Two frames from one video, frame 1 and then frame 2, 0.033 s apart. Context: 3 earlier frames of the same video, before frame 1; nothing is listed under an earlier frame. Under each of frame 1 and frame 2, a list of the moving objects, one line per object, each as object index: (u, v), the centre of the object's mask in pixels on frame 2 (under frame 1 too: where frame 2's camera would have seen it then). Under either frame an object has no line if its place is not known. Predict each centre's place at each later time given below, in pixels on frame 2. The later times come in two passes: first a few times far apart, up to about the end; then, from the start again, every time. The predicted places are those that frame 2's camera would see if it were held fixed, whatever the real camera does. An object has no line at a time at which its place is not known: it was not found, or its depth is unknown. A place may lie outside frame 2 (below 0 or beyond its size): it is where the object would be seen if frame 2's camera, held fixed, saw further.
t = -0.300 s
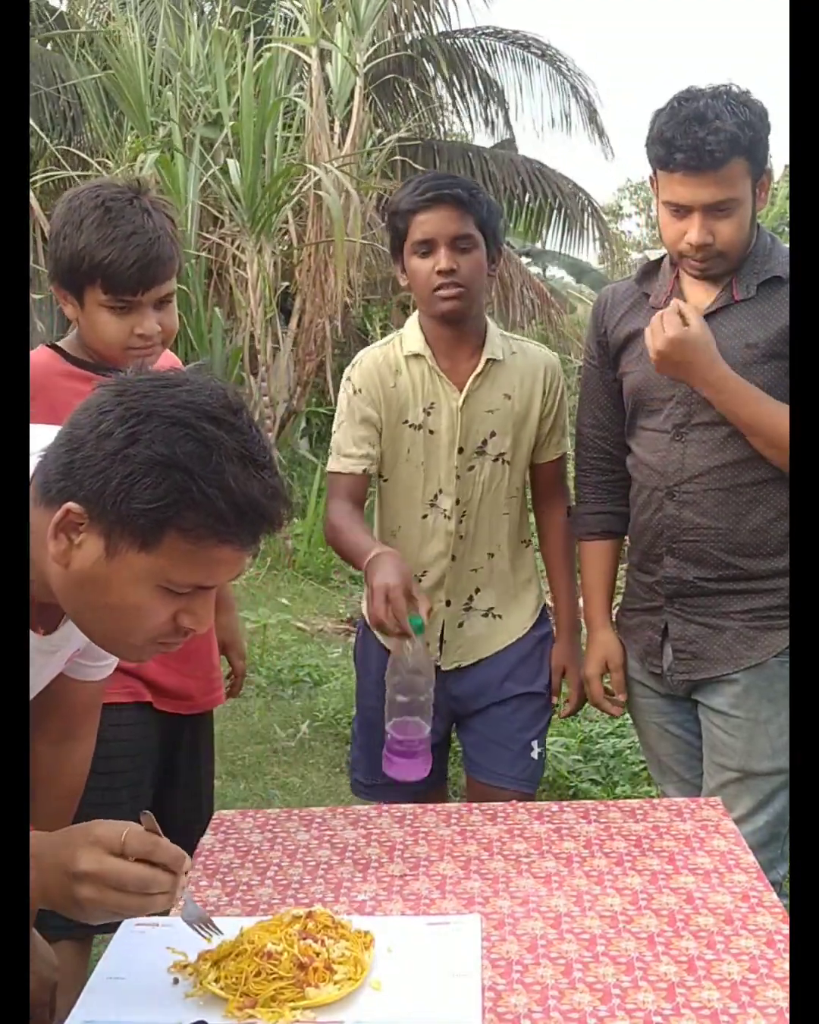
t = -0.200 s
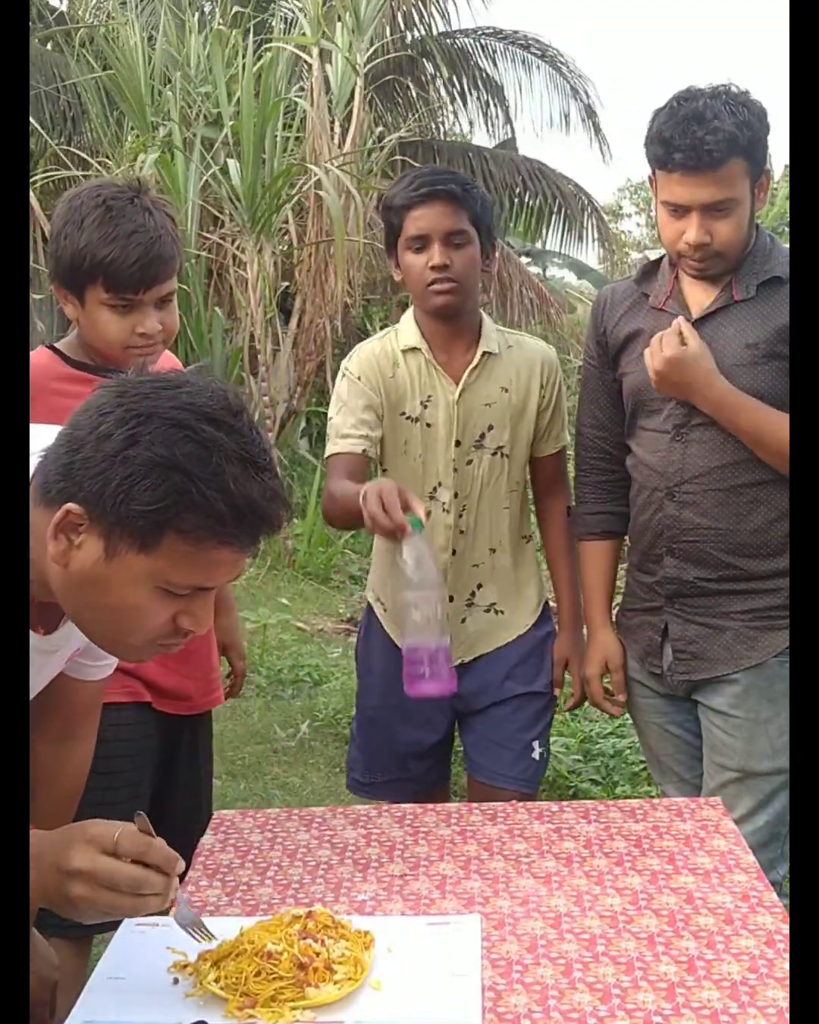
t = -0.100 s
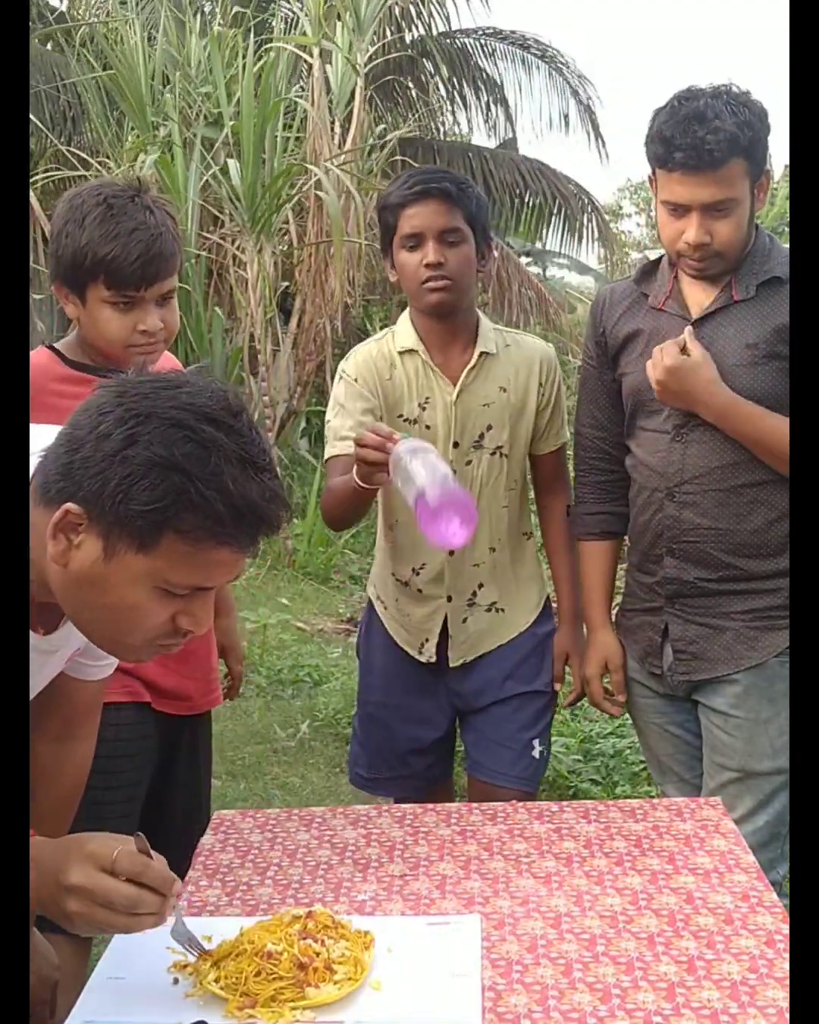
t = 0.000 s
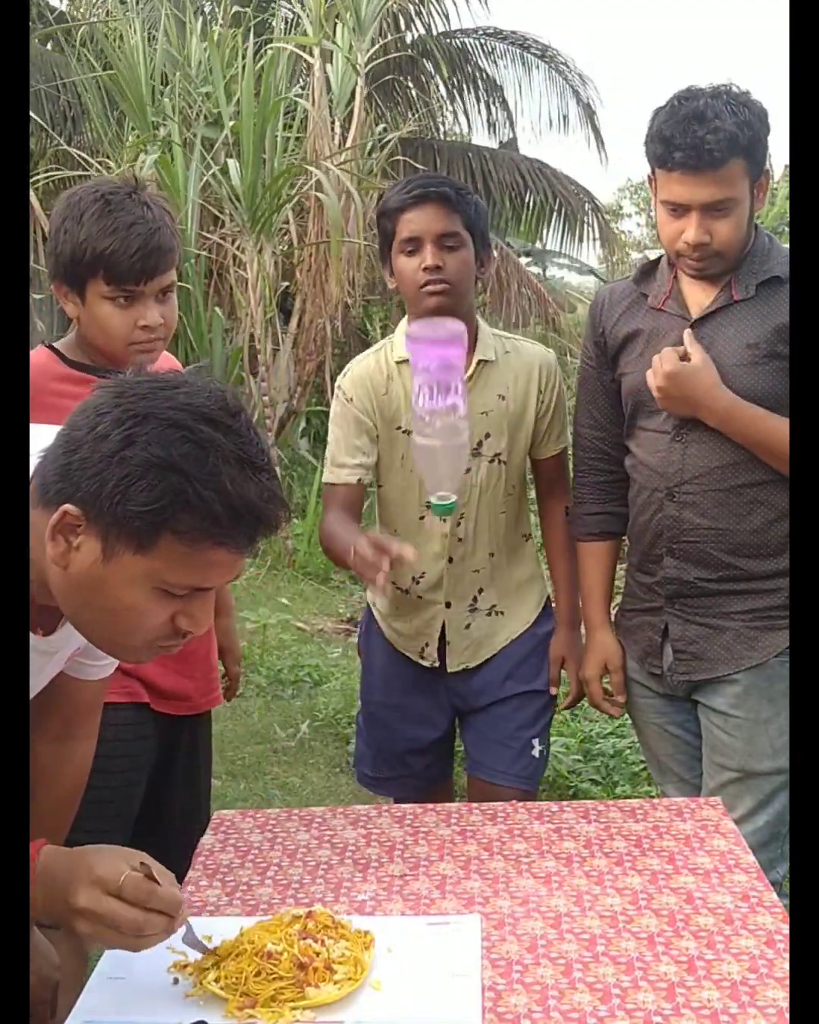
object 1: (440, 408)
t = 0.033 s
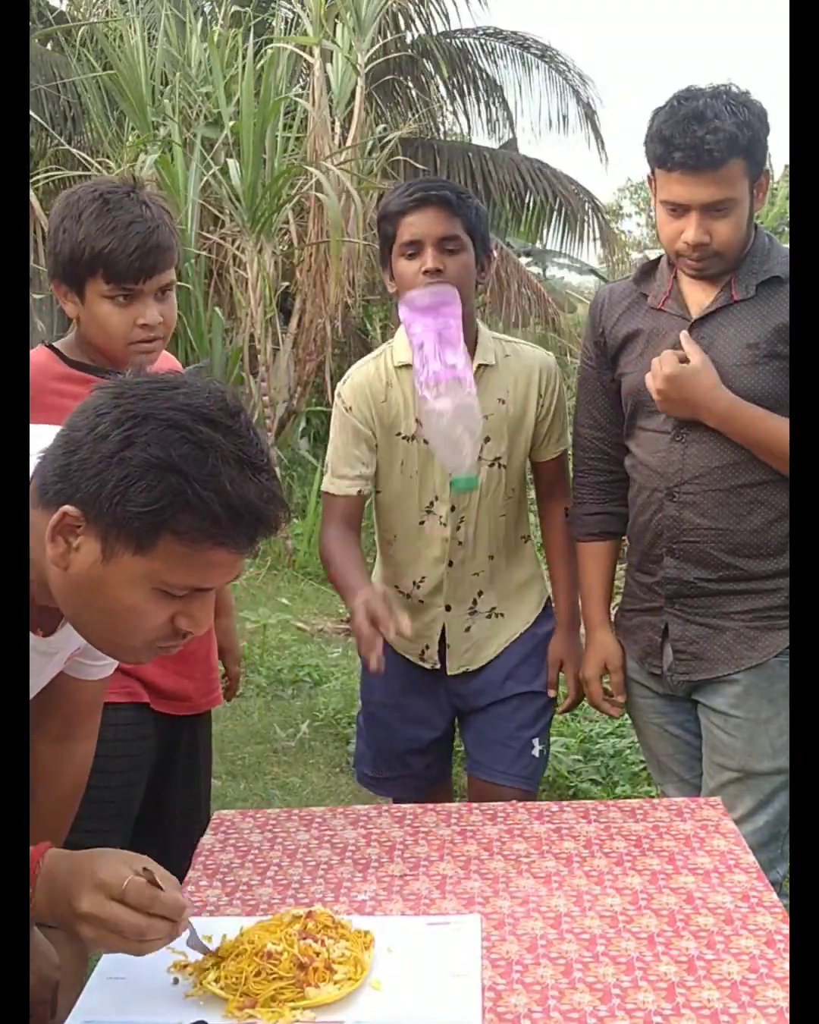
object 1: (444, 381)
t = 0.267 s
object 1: (439, 384)
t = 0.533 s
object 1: (433, 772)
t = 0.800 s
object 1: (440, 771)
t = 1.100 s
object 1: (438, 773)
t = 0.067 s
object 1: (447, 348)
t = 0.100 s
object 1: (446, 318)
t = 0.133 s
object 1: (442, 304)
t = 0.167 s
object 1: (441, 306)
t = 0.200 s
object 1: (441, 320)
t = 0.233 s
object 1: (439, 347)
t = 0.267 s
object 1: (439, 384)
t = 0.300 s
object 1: (438, 433)
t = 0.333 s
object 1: (438, 493)
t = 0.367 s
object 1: (437, 563)
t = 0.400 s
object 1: (437, 643)
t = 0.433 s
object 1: (437, 731)
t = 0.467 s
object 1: (433, 766)
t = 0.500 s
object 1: (431, 771)
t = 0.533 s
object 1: (433, 772)
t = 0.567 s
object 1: (435, 774)
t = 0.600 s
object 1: (436, 775)
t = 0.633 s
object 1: (436, 775)
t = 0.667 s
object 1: (435, 775)
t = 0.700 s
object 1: (434, 775)
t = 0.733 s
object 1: (436, 774)
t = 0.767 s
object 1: (438, 773)
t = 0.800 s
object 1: (440, 771)
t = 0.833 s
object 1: (440, 769)
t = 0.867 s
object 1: (439, 770)
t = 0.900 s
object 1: (438, 770)
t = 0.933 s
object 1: (438, 773)
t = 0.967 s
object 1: (439, 772)
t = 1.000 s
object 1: (438, 771)
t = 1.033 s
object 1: (436, 772)
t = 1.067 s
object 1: (436, 773)
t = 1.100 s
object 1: (438, 773)
